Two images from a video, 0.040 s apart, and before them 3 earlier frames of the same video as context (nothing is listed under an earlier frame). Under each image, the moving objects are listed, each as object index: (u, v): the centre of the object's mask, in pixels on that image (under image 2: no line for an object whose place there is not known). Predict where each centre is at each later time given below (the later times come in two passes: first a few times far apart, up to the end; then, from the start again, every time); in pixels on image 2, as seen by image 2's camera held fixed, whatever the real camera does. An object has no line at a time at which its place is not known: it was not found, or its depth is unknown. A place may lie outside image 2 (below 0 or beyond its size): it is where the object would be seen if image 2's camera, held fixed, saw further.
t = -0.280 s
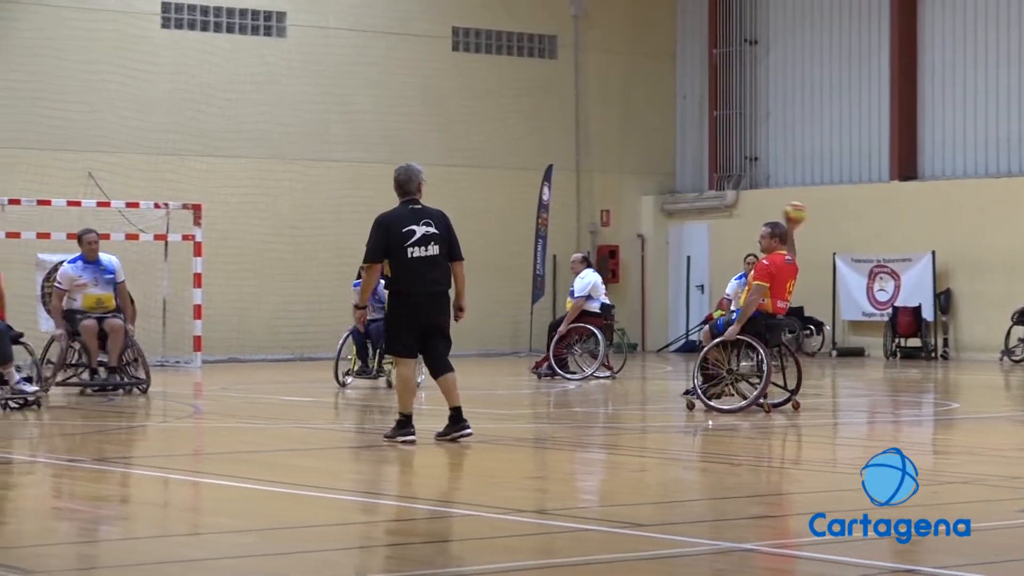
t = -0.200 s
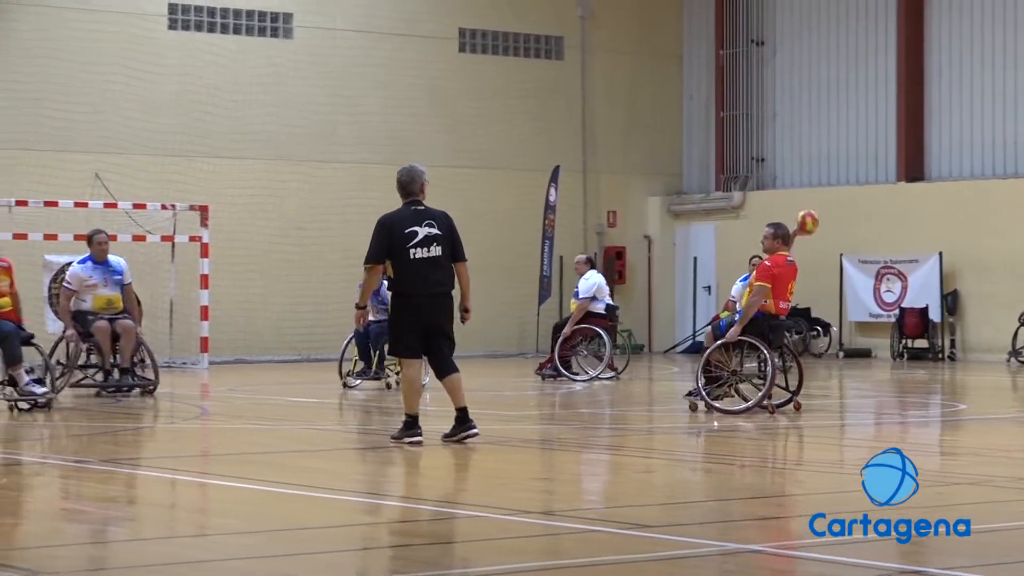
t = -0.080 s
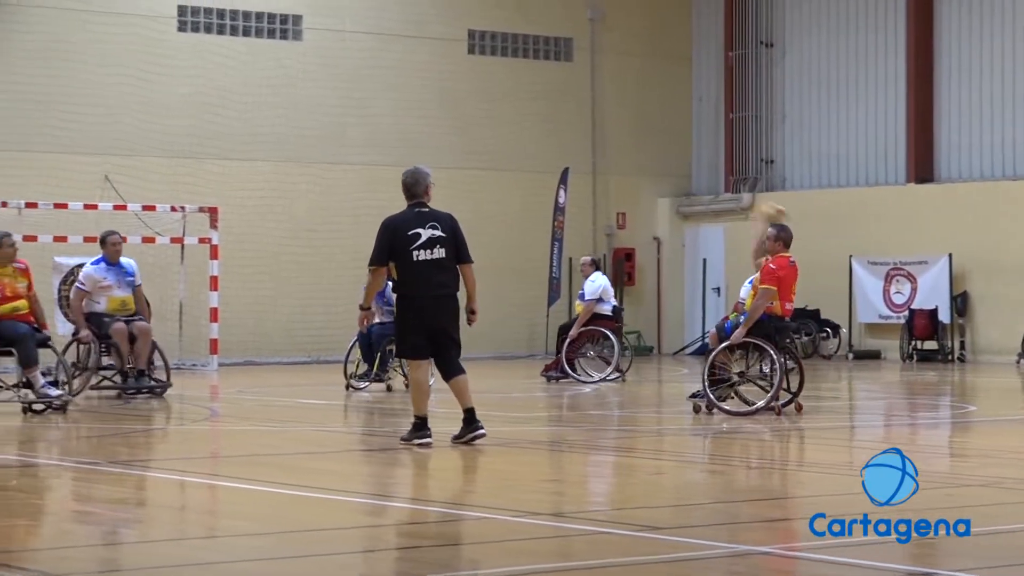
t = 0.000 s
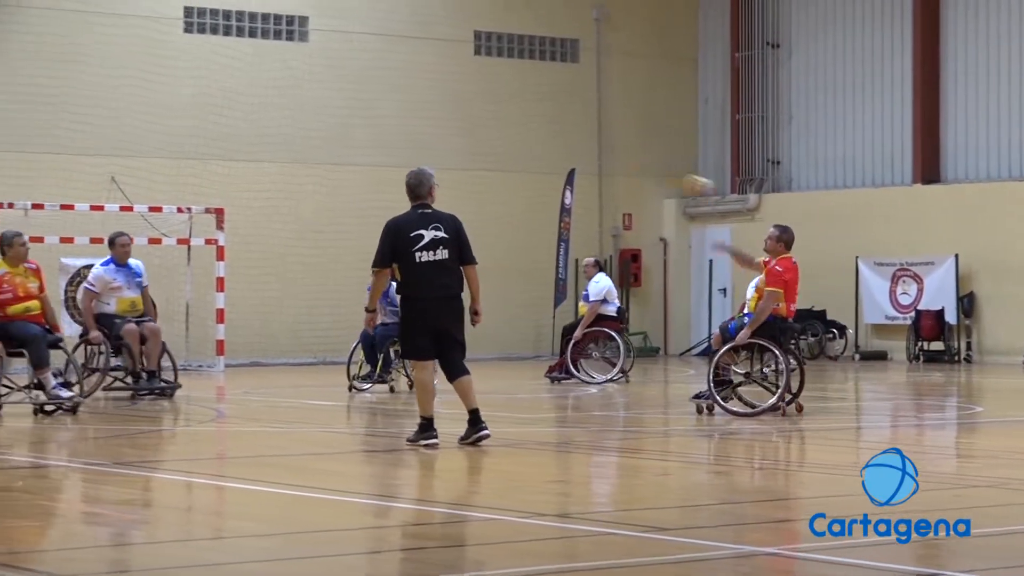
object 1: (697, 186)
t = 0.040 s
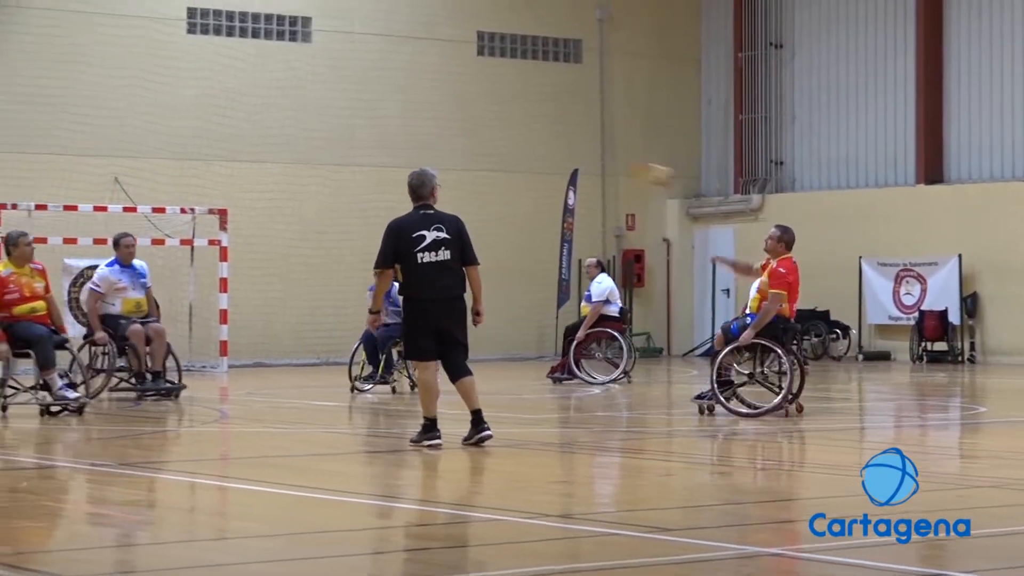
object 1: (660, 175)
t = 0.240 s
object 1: (445, 148)
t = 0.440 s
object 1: (231, 171)
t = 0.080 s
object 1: (614, 166)
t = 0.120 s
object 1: (575, 158)
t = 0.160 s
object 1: (529, 154)
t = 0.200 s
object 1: (485, 150)
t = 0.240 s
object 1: (445, 148)
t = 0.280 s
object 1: (404, 149)
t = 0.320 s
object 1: (361, 151)
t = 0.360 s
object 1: (318, 156)
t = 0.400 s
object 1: (276, 161)
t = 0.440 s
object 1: (231, 171)
